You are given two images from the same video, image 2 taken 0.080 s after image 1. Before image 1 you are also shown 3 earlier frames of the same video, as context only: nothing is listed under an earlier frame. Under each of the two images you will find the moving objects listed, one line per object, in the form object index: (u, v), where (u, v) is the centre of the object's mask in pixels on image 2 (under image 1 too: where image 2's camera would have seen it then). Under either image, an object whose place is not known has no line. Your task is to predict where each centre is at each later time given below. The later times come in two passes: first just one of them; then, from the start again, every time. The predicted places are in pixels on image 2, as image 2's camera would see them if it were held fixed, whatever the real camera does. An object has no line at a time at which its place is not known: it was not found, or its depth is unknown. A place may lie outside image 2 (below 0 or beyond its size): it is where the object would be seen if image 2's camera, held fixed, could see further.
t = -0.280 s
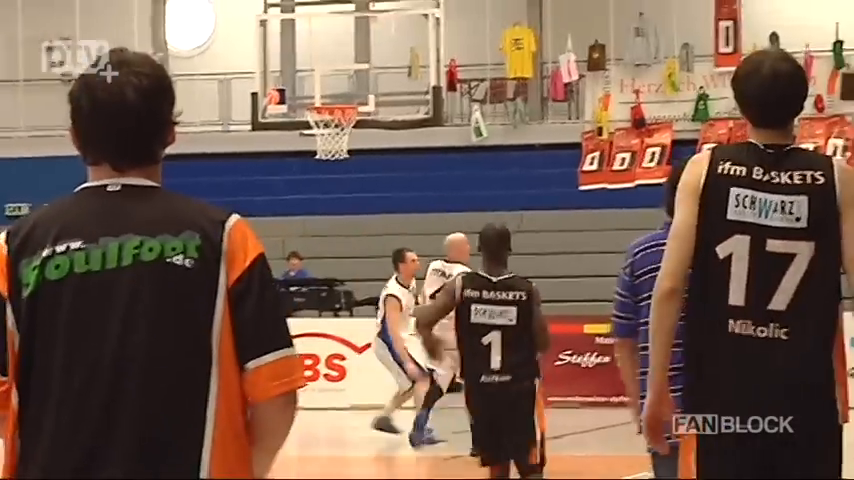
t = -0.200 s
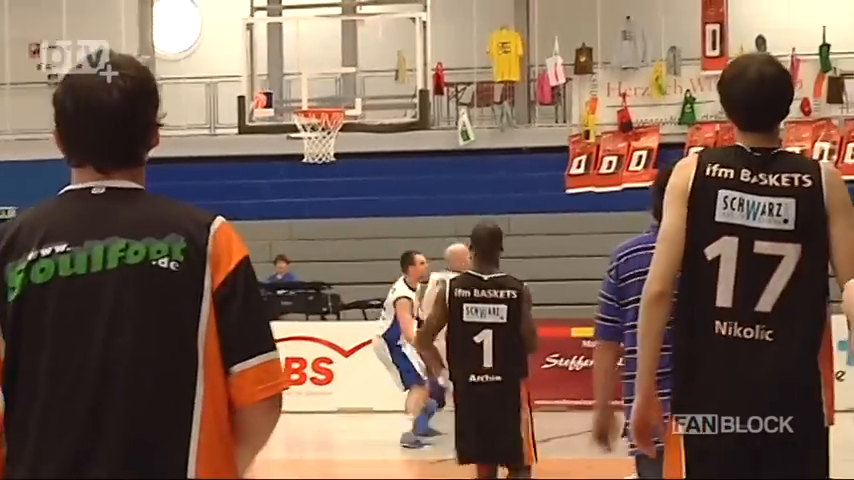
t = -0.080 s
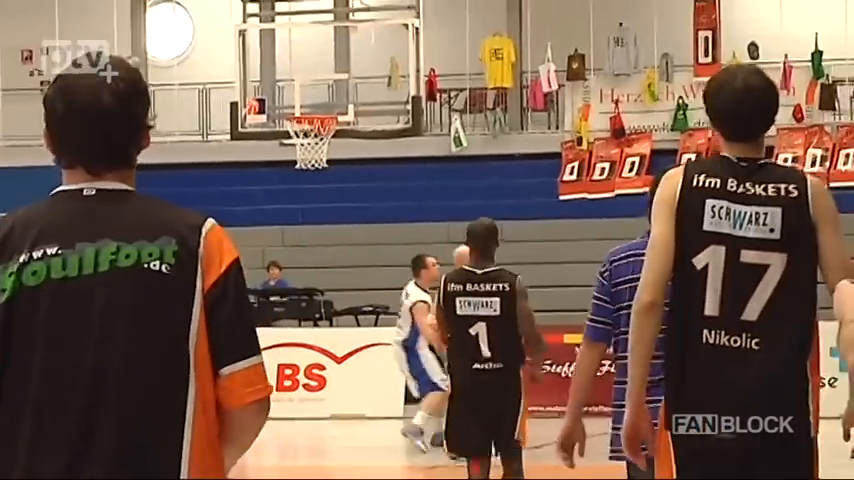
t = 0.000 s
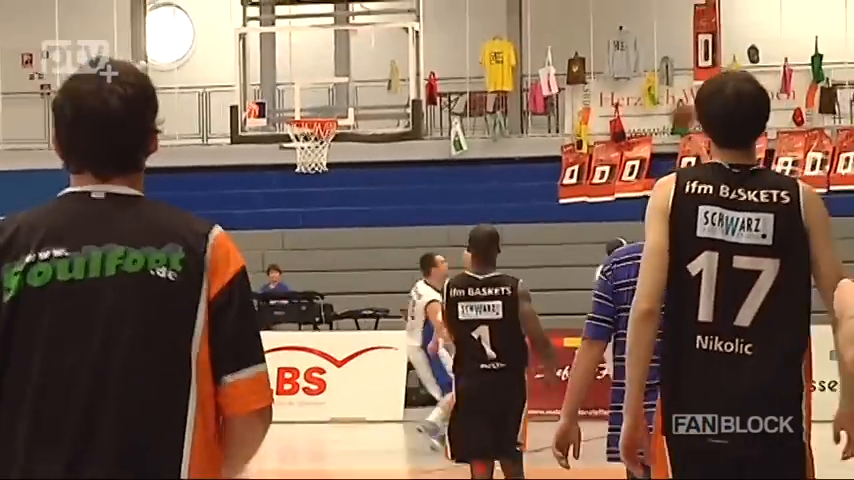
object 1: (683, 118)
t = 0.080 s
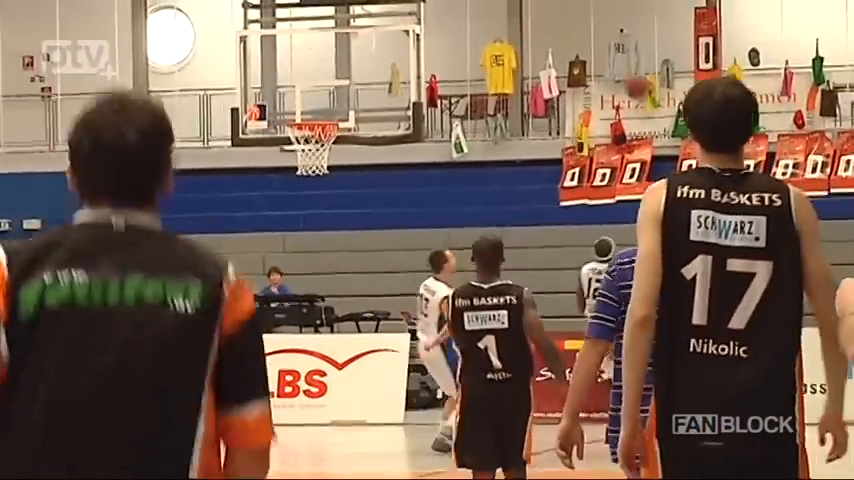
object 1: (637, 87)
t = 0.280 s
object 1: (525, 42)
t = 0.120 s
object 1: (613, 74)
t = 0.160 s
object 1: (591, 64)
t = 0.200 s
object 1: (568, 54)
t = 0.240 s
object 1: (547, 47)
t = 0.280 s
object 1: (525, 42)
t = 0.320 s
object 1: (504, 39)
